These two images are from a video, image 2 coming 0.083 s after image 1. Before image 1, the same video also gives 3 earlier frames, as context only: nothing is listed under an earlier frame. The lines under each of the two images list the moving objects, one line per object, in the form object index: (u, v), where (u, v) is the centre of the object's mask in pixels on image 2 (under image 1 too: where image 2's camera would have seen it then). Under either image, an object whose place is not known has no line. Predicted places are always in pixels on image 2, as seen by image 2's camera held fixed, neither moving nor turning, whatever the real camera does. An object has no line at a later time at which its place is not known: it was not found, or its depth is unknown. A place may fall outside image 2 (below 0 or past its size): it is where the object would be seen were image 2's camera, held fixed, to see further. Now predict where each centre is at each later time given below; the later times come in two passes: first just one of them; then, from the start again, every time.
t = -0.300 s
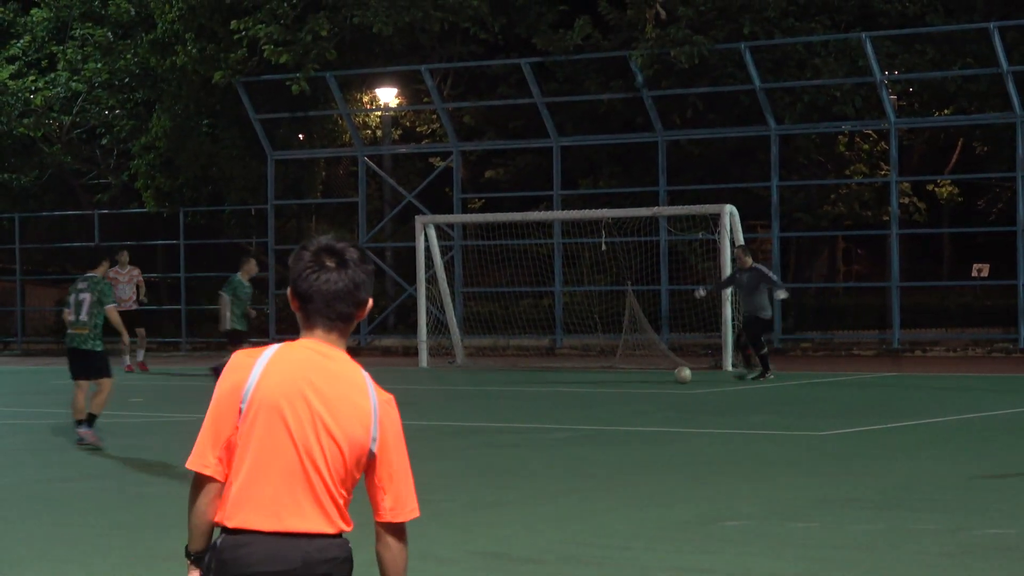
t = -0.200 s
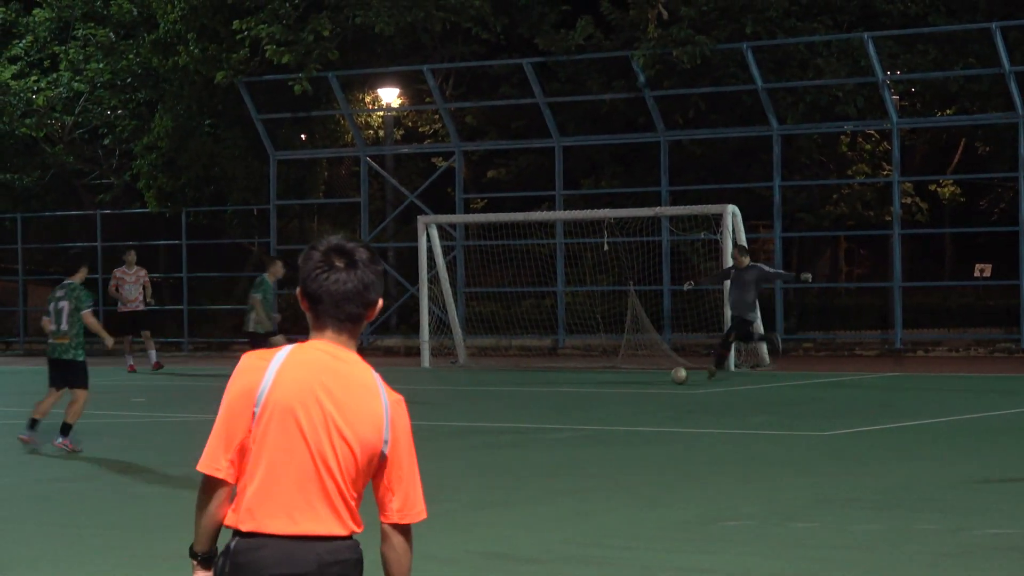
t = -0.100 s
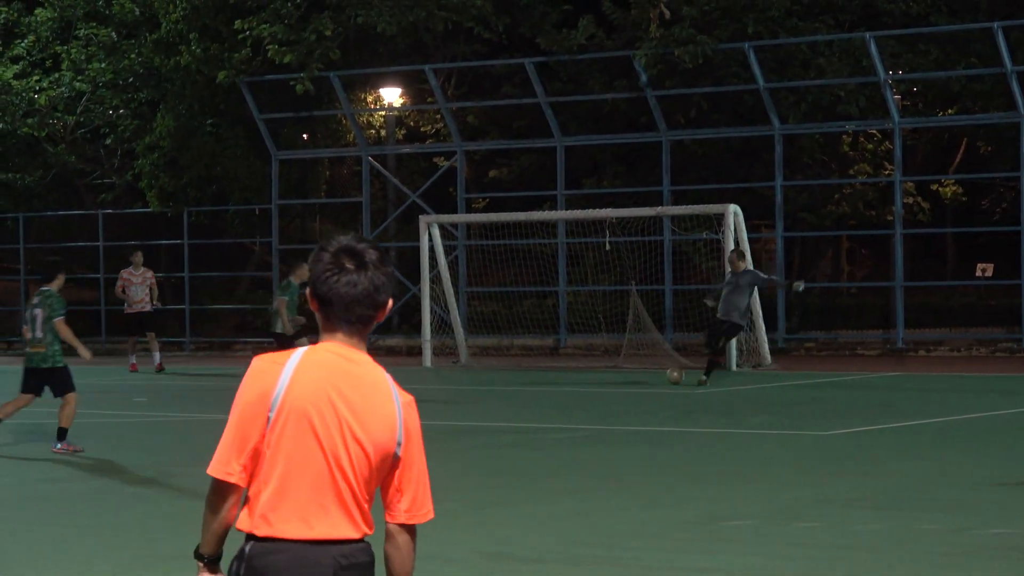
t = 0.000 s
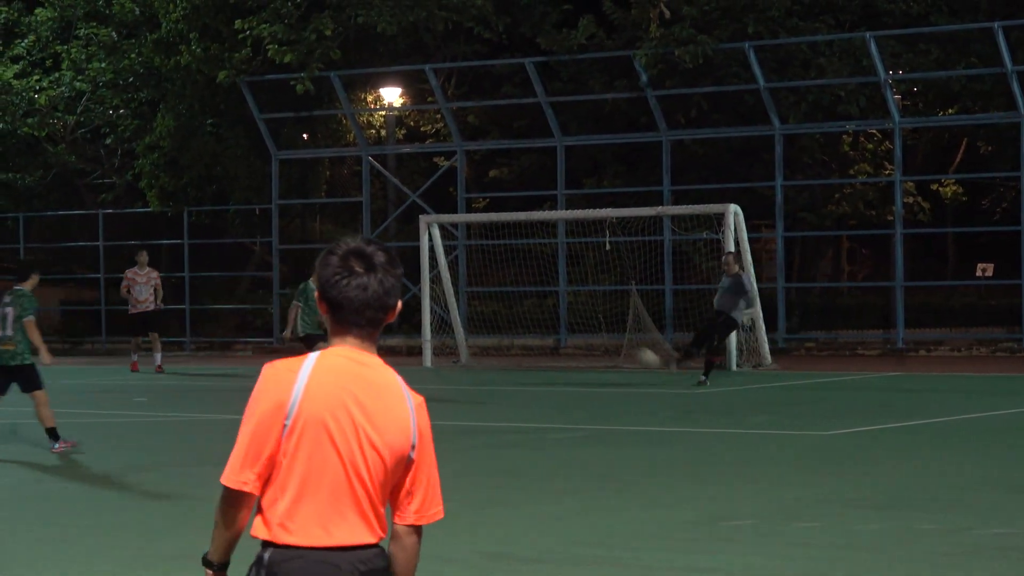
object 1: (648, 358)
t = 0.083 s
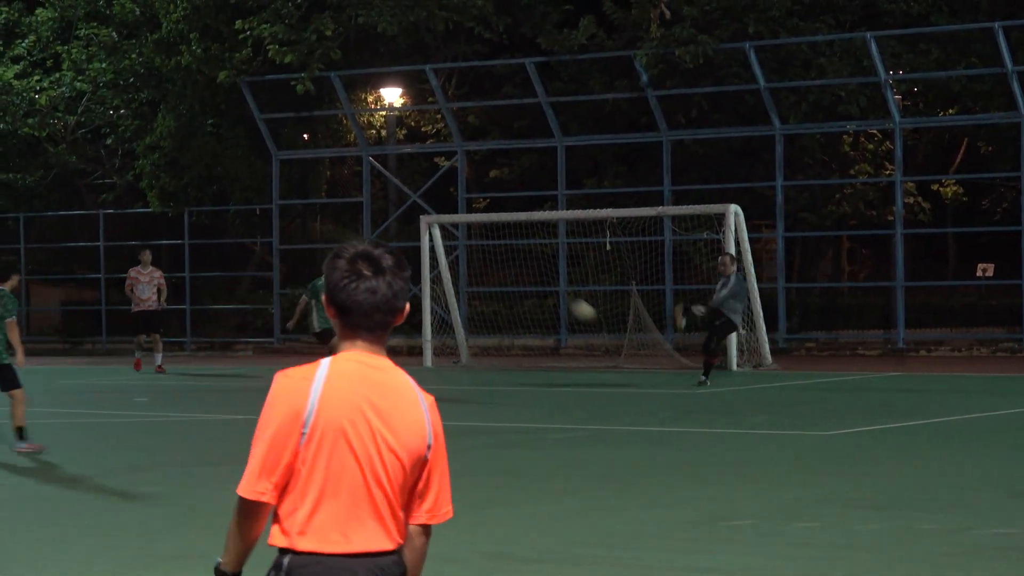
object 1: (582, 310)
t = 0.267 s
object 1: (434, 211)
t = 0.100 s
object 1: (570, 301)
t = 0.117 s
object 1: (556, 291)
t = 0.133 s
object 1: (543, 282)
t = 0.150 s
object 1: (530, 273)
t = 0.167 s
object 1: (516, 263)
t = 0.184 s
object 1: (504, 255)
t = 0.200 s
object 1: (490, 246)
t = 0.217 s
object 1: (477, 237)
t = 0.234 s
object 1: (465, 230)
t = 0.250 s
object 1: (451, 220)
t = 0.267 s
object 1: (434, 211)
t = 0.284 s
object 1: (420, 202)
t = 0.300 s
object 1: (405, 193)
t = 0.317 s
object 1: (392, 184)
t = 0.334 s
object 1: (378, 175)
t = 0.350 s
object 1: (363, 168)
